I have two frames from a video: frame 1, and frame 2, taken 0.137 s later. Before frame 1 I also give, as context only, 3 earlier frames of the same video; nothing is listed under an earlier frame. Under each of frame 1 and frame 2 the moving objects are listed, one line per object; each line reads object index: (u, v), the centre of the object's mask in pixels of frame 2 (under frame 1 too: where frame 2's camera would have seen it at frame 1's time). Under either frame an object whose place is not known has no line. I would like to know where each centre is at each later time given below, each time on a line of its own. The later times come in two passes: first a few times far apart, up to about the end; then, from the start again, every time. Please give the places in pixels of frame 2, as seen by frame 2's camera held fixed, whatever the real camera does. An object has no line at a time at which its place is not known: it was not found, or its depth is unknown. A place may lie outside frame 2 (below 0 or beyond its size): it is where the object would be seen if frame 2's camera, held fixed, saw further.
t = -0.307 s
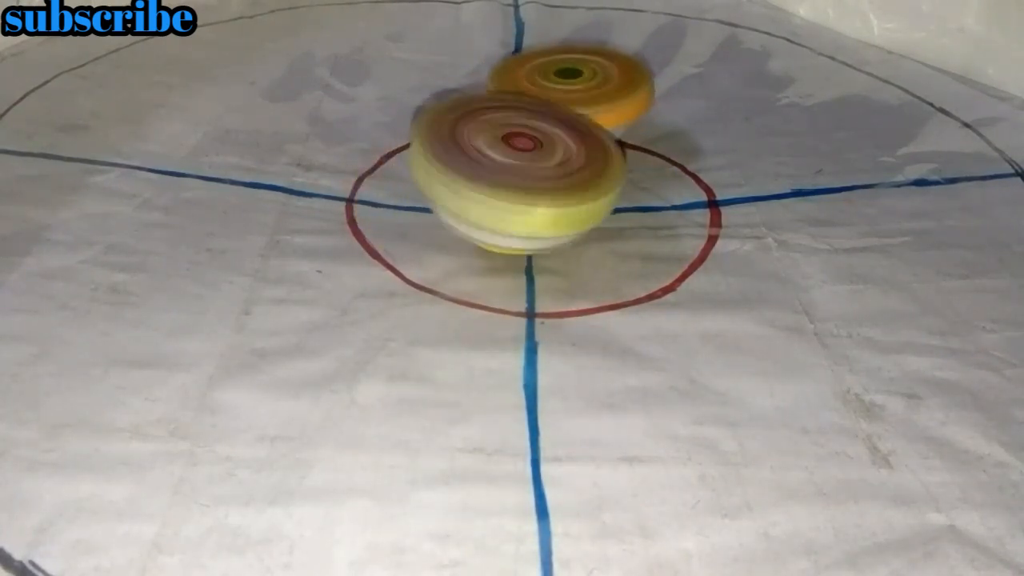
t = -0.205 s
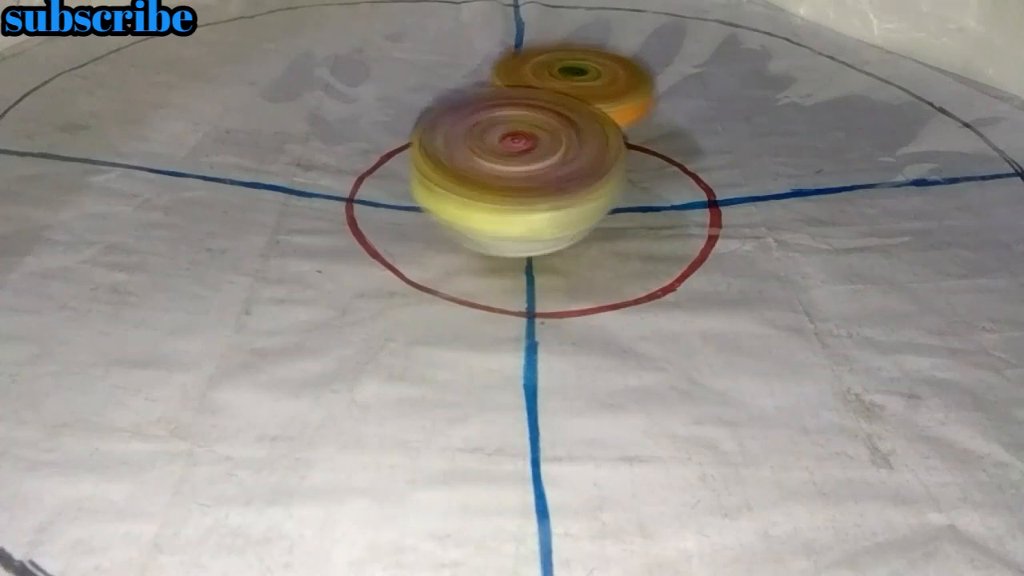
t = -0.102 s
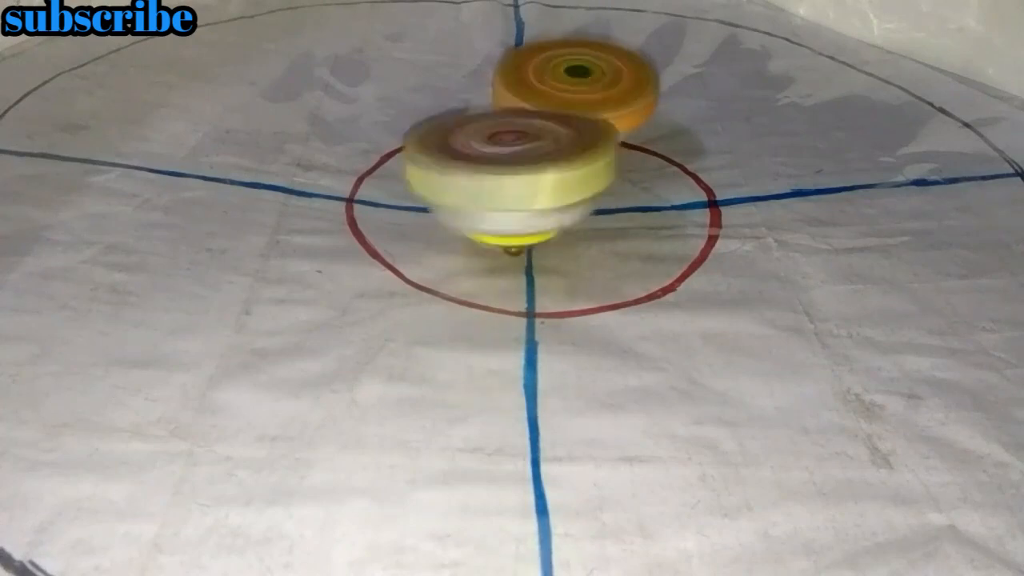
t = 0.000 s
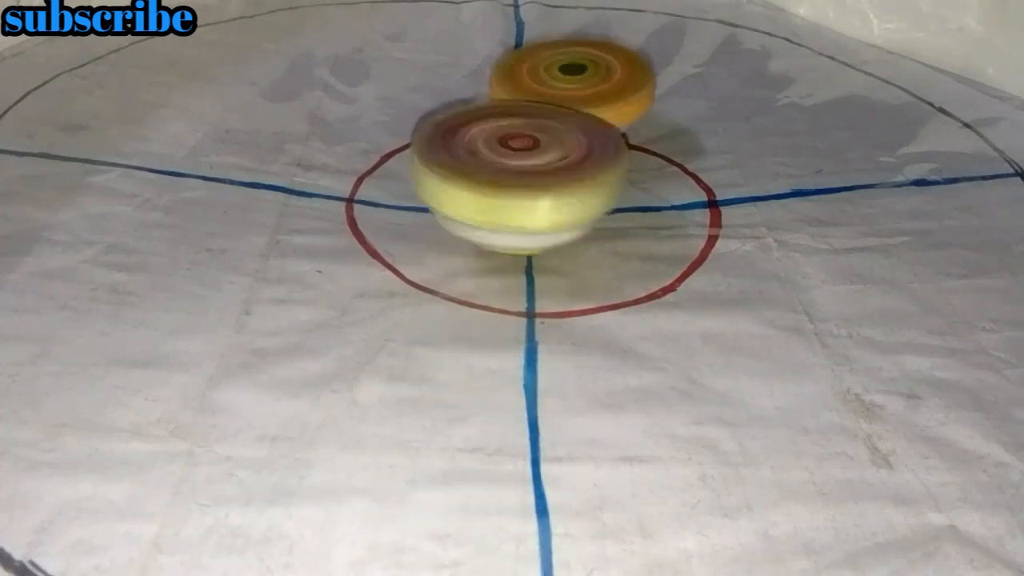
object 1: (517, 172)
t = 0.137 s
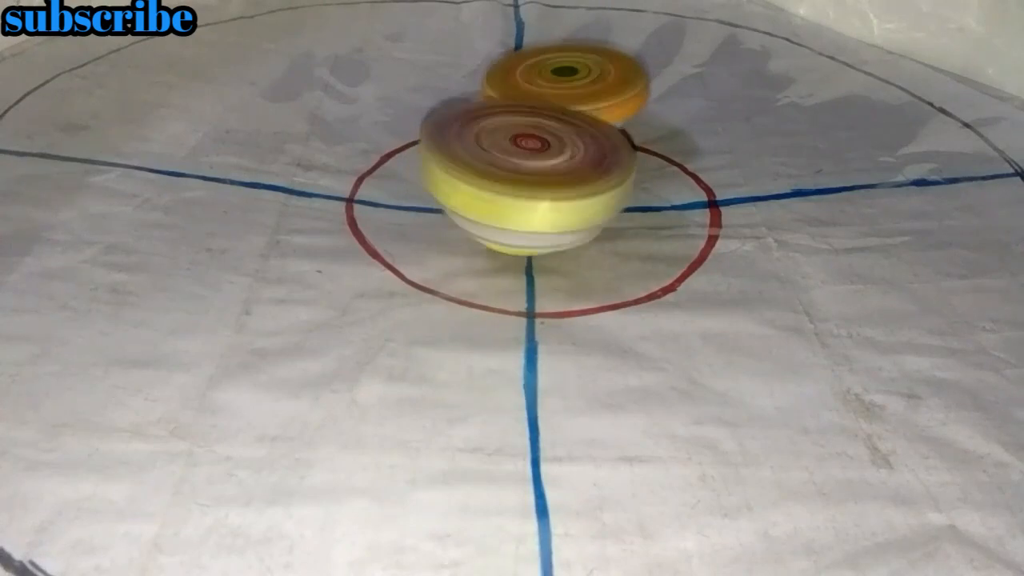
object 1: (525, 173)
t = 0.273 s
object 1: (492, 189)
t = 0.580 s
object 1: (508, 188)
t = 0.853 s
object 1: (543, 176)
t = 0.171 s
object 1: (526, 171)
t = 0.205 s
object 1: (526, 170)
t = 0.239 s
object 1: (508, 179)
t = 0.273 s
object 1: (492, 189)
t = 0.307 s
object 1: (482, 195)
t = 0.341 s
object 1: (482, 189)
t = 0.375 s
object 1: (481, 187)
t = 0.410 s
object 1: (484, 187)
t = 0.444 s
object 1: (492, 188)
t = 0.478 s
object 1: (495, 194)
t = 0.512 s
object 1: (499, 188)
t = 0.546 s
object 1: (501, 188)
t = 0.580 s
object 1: (508, 188)
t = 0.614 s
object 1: (515, 183)
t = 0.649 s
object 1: (521, 177)
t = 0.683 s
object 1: (534, 170)
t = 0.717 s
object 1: (536, 173)
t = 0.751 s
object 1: (538, 177)
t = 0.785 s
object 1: (542, 175)
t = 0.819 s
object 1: (542, 175)
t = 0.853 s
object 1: (543, 176)
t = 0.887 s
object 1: (546, 174)
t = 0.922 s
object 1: (552, 175)
